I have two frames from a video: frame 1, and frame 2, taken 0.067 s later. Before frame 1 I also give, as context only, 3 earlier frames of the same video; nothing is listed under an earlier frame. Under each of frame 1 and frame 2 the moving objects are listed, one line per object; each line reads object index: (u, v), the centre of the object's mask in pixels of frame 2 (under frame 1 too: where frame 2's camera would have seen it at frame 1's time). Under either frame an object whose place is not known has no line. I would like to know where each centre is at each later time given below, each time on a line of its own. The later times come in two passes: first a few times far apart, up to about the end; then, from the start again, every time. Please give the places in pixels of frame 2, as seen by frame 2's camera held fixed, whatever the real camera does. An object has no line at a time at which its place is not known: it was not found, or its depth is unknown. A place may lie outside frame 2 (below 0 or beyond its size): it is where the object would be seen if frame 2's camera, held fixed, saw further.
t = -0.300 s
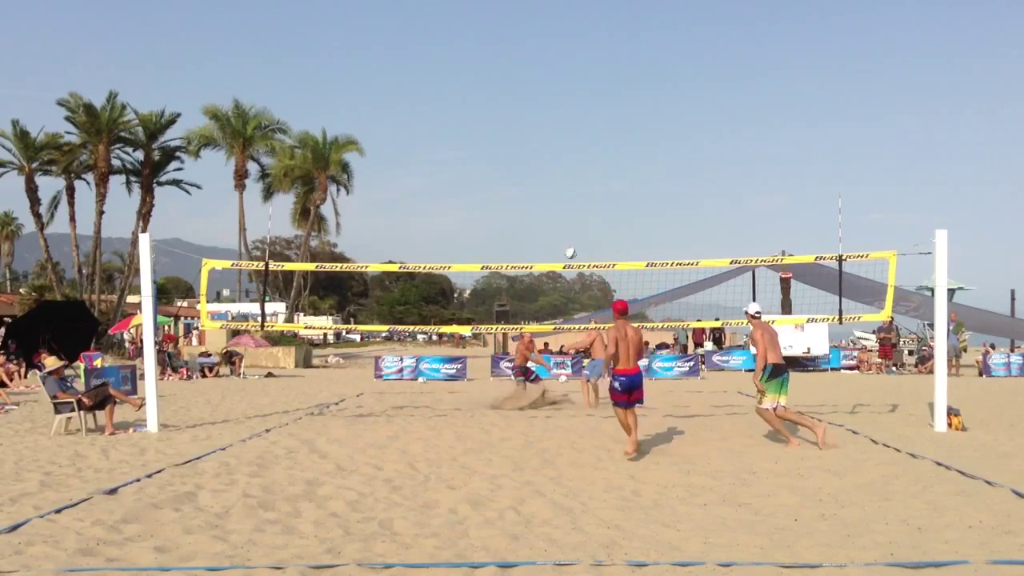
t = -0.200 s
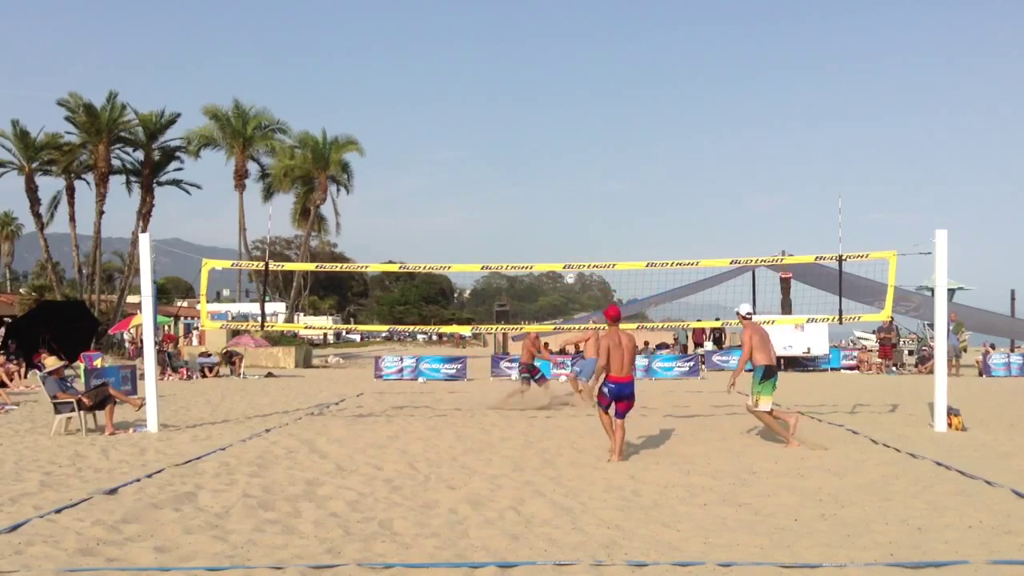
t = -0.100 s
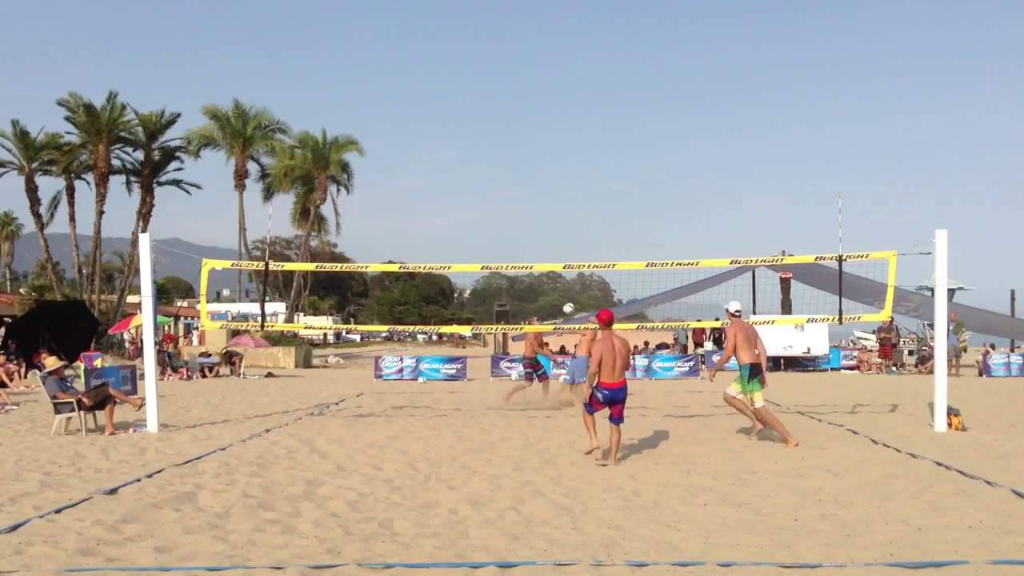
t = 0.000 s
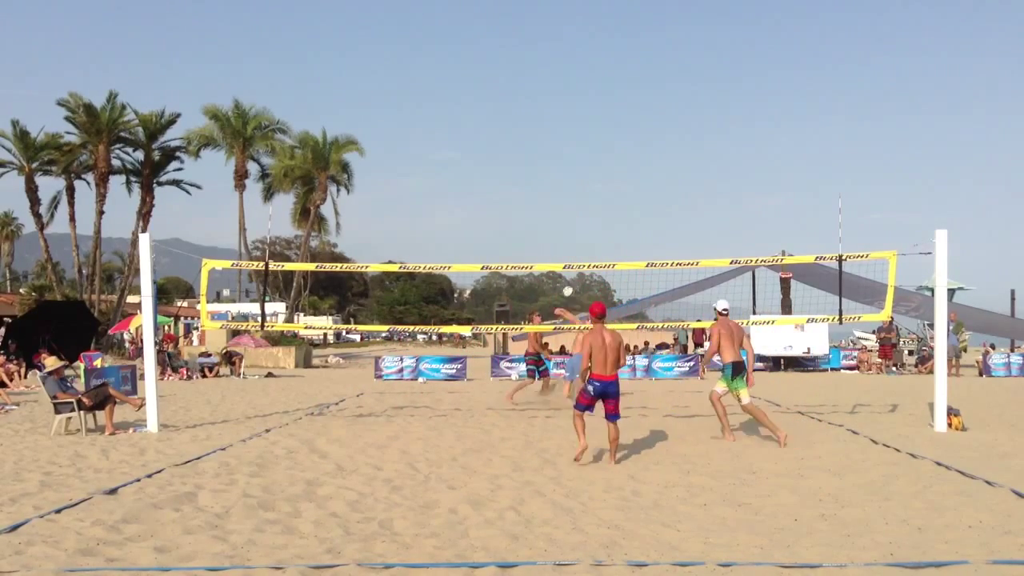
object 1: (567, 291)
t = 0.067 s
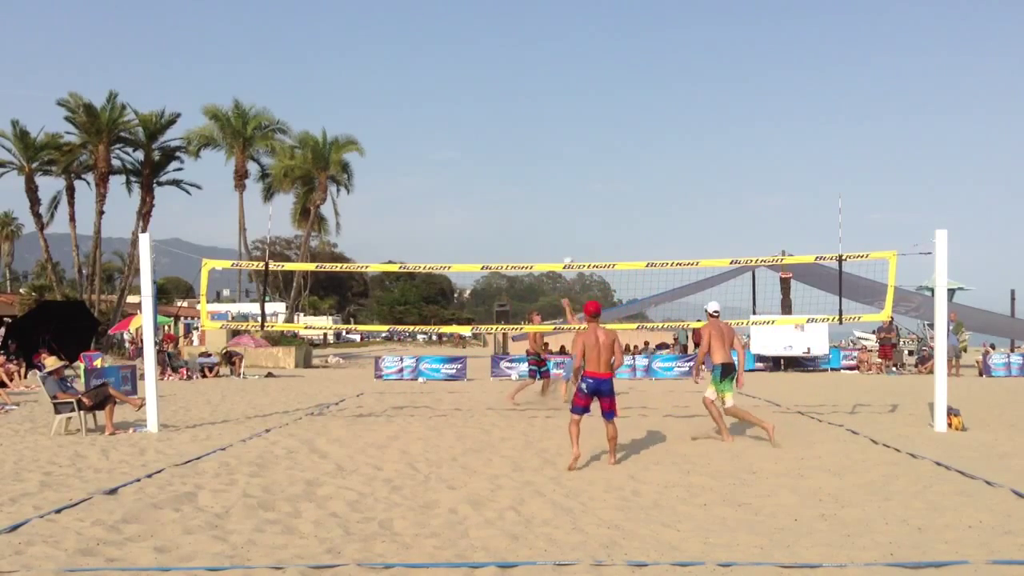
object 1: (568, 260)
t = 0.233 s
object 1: (568, 200)
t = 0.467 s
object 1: (568, 135)
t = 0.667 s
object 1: (568, 102)
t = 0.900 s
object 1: (568, 88)
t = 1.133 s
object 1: (568, 104)
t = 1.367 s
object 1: (567, 151)
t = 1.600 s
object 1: (564, 228)
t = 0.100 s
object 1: (568, 249)
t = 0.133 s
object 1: (568, 236)
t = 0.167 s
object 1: (568, 223)
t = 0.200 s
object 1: (568, 211)
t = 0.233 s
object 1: (568, 200)
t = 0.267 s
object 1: (568, 189)
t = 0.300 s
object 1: (568, 178)
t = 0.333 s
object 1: (568, 168)
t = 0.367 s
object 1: (568, 159)
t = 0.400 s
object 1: (568, 150)
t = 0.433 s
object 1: (568, 143)
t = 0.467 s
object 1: (568, 135)
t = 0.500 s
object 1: (568, 128)
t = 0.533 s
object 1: (569, 121)
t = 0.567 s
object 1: (568, 115)
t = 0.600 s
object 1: (568, 110)
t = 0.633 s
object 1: (569, 106)
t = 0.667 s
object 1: (568, 102)
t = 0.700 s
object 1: (568, 98)
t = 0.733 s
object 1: (568, 95)
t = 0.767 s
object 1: (568, 92)
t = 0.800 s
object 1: (568, 91)
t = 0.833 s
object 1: (568, 89)
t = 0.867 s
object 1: (568, 88)
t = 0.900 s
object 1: (568, 88)
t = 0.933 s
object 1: (568, 89)
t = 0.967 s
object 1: (568, 90)
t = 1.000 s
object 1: (567, 92)
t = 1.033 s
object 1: (568, 94)
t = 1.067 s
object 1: (568, 97)
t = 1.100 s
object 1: (568, 101)
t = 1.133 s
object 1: (568, 104)
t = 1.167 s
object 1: (567, 109)
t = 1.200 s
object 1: (567, 115)
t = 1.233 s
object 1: (567, 121)
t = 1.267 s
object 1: (568, 128)
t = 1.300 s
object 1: (567, 136)
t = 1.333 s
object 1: (567, 144)
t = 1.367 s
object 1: (567, 151)
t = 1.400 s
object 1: (566, 160)
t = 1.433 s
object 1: (566, 171)
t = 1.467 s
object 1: (566, 181)
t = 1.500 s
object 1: (566, 192)
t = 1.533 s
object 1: (565, 203)
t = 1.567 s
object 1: (565, 215)
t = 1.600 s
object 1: (564, 228)
